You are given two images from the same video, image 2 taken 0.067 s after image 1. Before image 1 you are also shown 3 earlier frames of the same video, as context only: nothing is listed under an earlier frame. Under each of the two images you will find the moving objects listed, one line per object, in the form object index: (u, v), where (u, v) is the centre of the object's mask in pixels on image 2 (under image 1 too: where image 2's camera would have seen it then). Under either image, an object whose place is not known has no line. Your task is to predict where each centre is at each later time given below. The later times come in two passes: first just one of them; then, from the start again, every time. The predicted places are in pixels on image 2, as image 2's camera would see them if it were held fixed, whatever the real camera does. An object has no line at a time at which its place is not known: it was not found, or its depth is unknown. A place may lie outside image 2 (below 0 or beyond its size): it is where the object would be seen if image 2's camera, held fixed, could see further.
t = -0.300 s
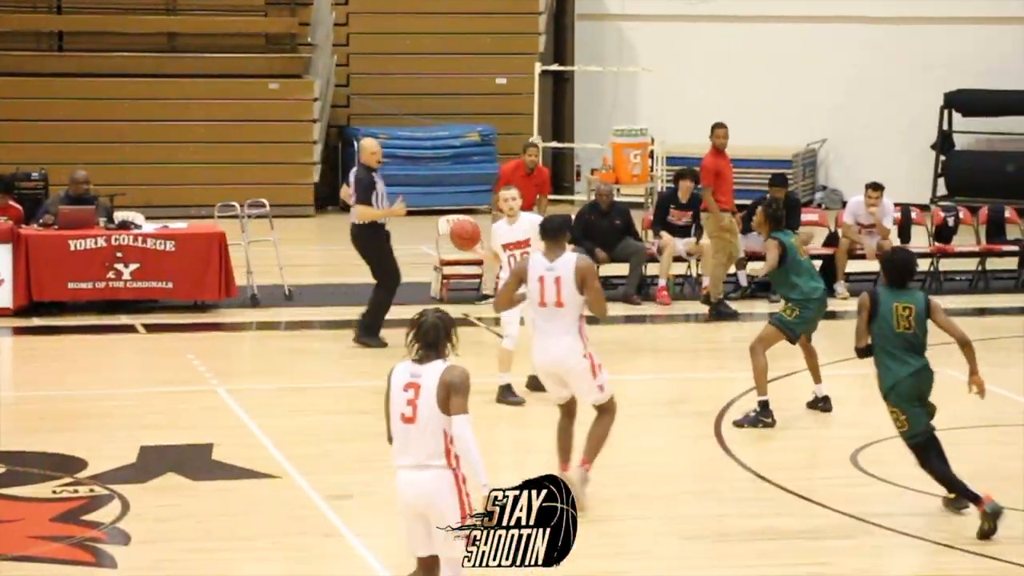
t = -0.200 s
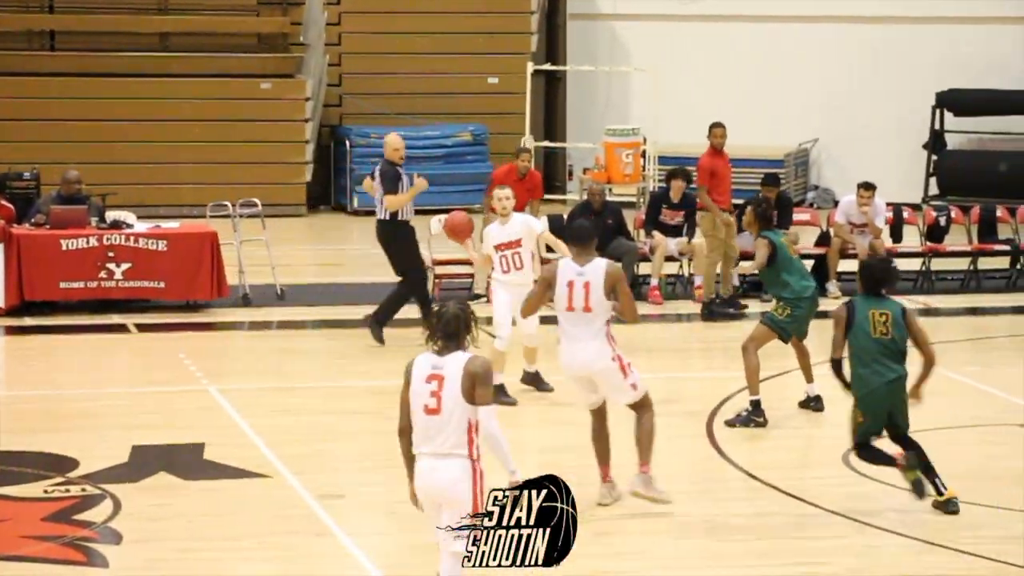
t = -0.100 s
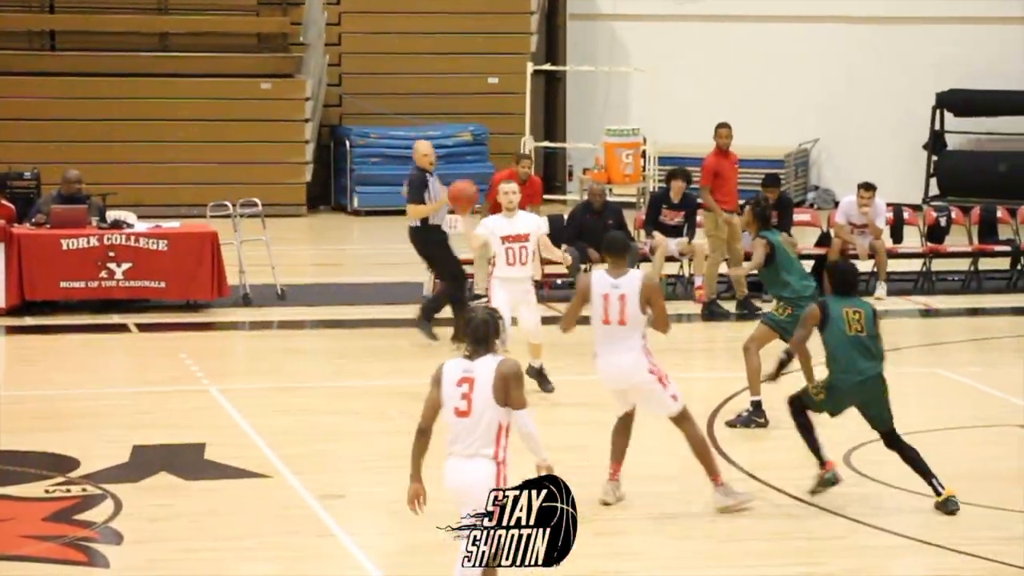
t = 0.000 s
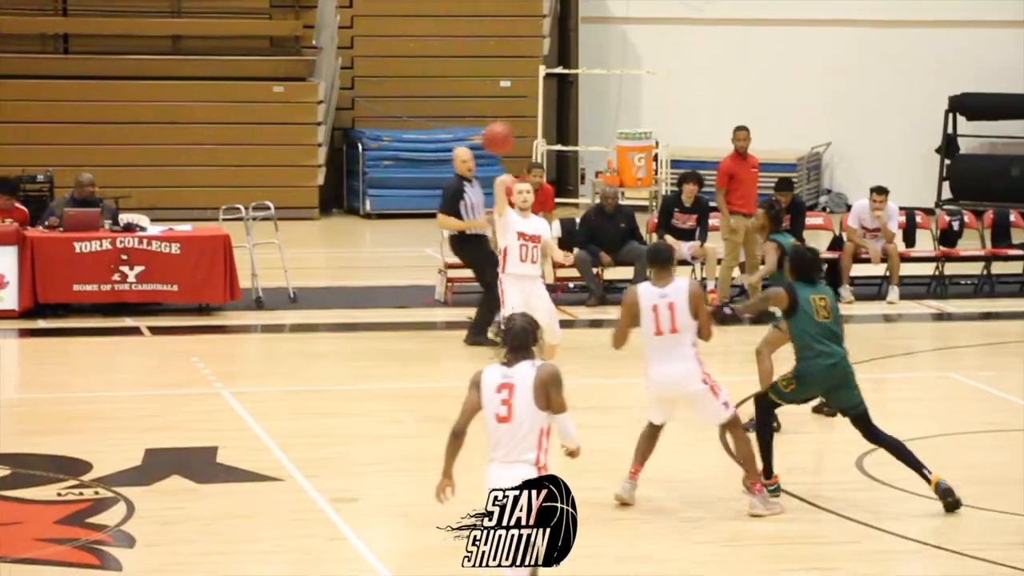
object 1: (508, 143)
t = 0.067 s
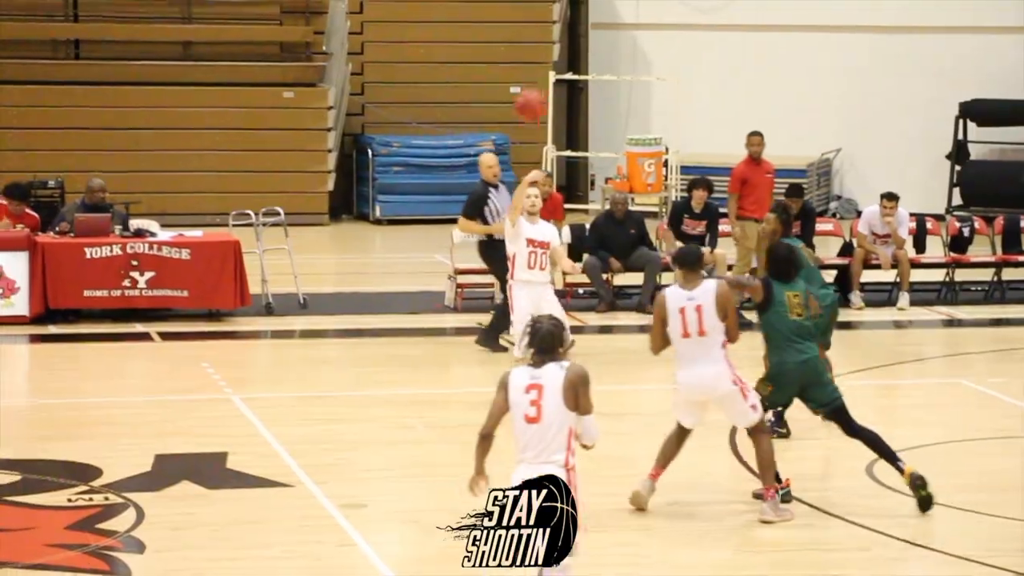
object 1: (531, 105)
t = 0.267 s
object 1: (608, 14)
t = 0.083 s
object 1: (539, 96)
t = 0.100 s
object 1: (544, 87)
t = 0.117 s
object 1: (550, 79)
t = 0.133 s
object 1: (557, 70)
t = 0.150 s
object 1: (562, 62)
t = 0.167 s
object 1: (569, 55)
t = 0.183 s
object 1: (575, 48)
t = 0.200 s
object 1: (582, 40)
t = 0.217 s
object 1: (588, 33)
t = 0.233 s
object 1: (595, 26)
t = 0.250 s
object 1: (602, 20)
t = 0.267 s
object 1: (608, 14)
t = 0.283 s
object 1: (615, 8)
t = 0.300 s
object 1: (622, 3)
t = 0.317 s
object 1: (628, -2)
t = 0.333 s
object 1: (635, -7)
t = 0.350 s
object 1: (644, -12)
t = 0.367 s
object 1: (651, -15)
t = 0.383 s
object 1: (658, -20)
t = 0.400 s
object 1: (666, -23)
